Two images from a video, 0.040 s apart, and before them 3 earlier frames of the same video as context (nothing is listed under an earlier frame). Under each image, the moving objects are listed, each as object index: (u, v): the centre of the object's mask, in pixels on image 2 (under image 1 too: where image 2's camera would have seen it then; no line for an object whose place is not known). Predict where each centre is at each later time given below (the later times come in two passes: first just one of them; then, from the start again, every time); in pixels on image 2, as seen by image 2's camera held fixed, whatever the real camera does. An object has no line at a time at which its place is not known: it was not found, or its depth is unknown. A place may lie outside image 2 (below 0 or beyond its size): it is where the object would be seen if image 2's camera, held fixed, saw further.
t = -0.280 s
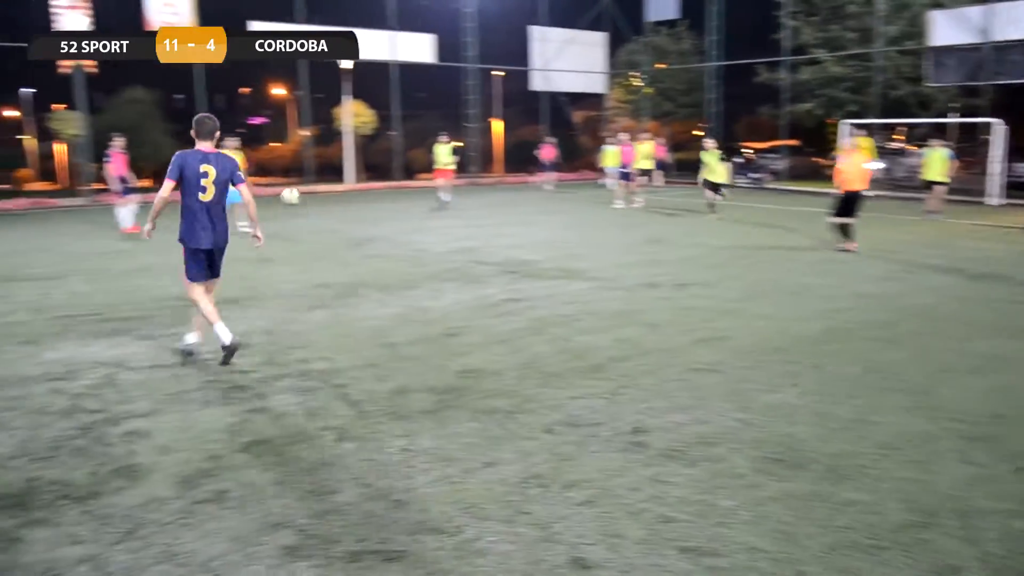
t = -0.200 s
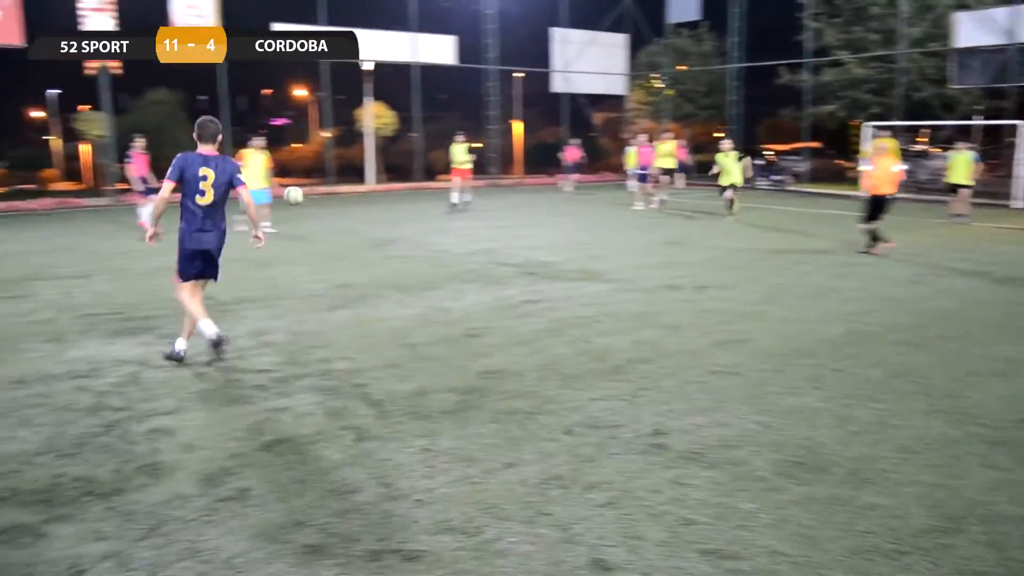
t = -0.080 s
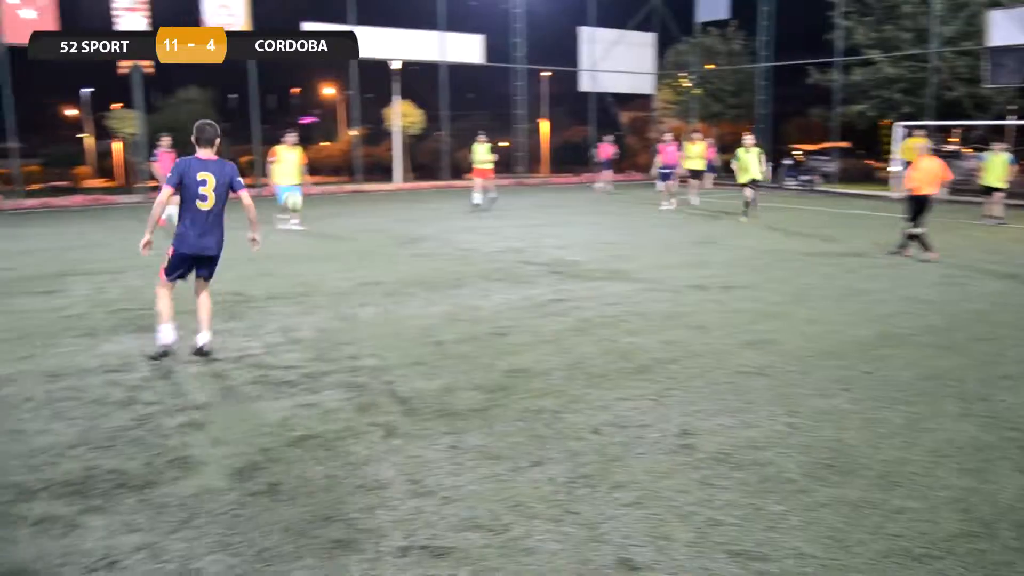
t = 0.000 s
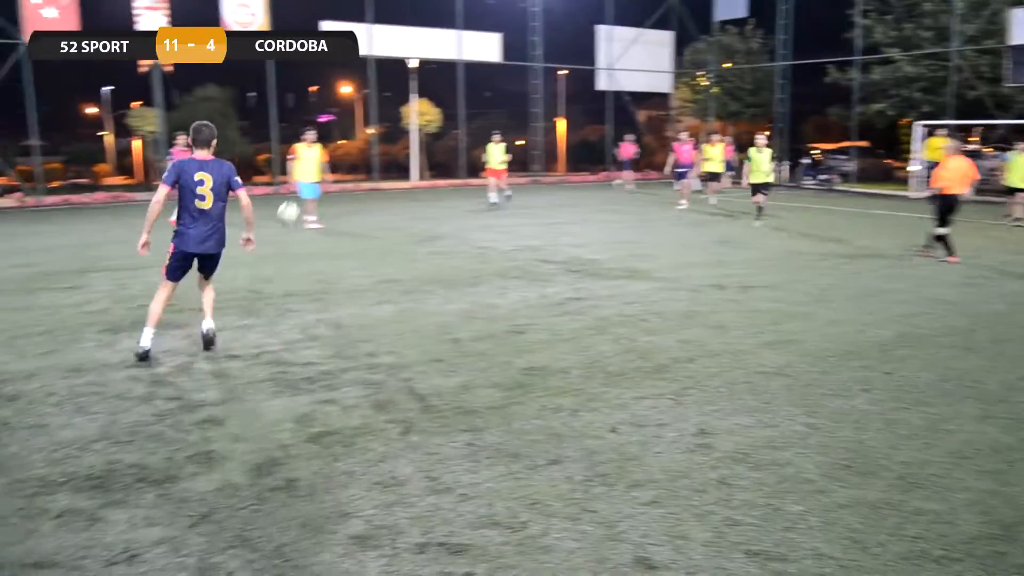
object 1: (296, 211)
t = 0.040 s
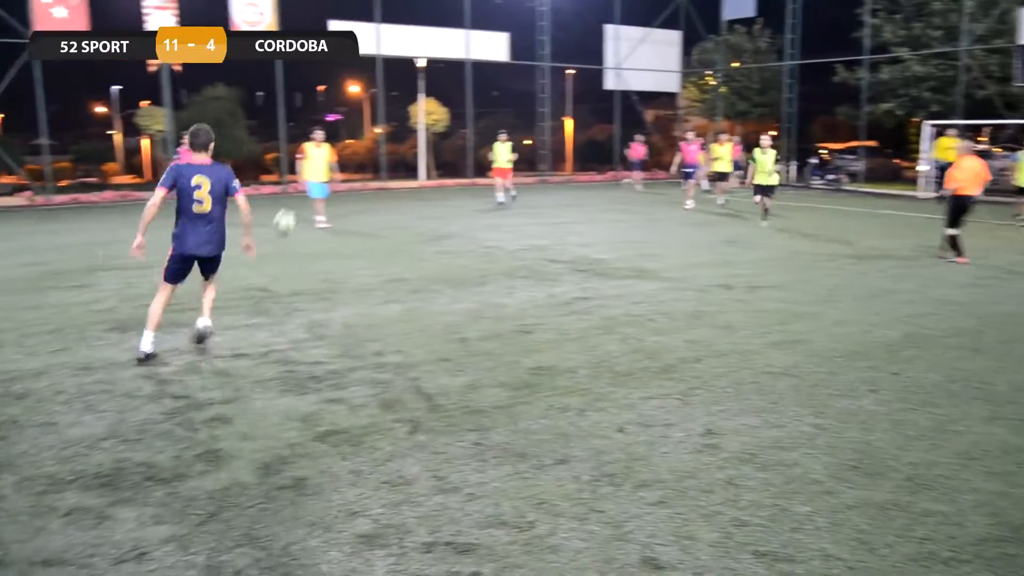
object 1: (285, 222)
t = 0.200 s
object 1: (234, 285)
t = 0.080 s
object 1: (273, 233)
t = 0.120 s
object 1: (261, 248)
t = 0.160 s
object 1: (248, 265)
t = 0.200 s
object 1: (234, 285)
